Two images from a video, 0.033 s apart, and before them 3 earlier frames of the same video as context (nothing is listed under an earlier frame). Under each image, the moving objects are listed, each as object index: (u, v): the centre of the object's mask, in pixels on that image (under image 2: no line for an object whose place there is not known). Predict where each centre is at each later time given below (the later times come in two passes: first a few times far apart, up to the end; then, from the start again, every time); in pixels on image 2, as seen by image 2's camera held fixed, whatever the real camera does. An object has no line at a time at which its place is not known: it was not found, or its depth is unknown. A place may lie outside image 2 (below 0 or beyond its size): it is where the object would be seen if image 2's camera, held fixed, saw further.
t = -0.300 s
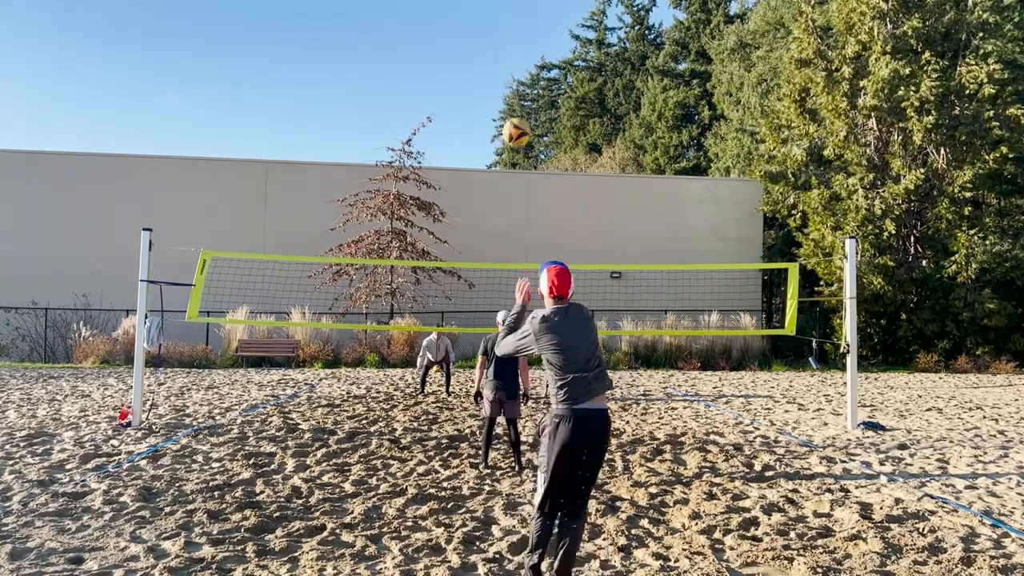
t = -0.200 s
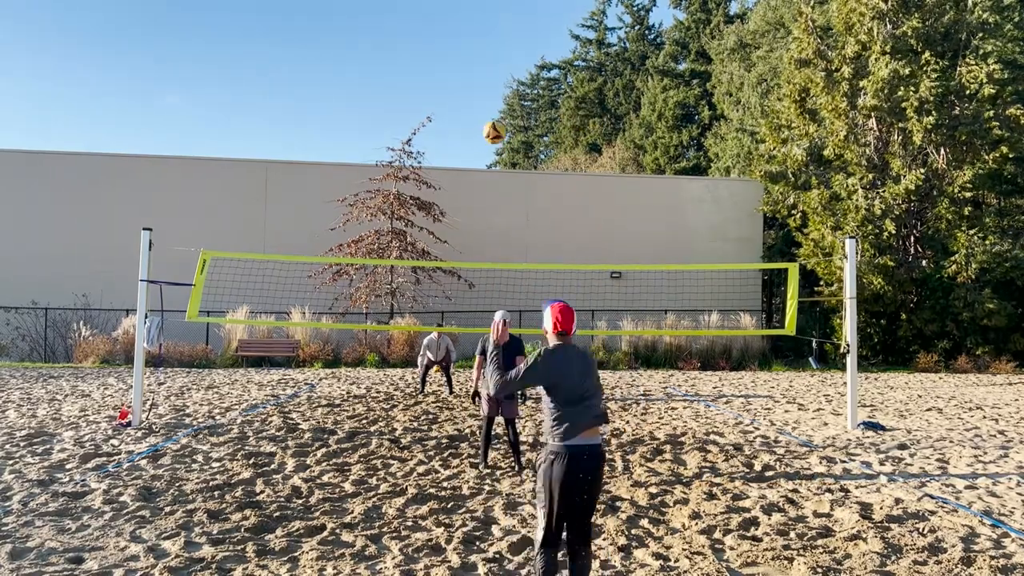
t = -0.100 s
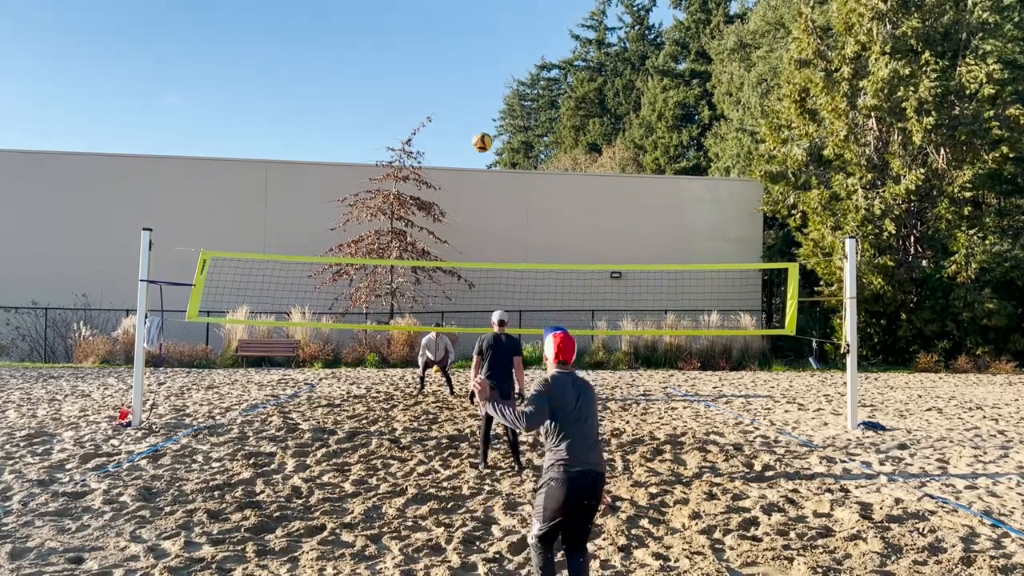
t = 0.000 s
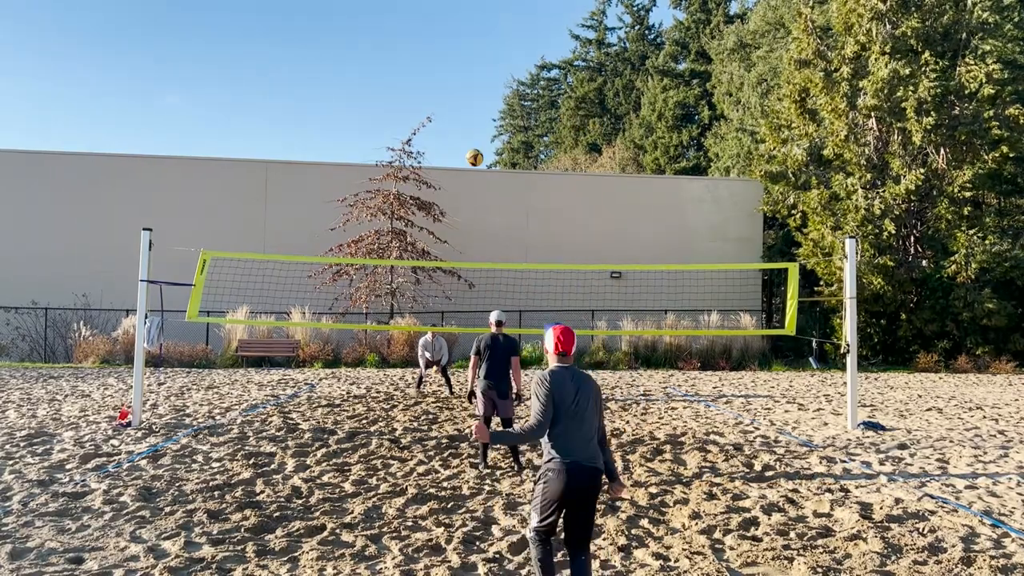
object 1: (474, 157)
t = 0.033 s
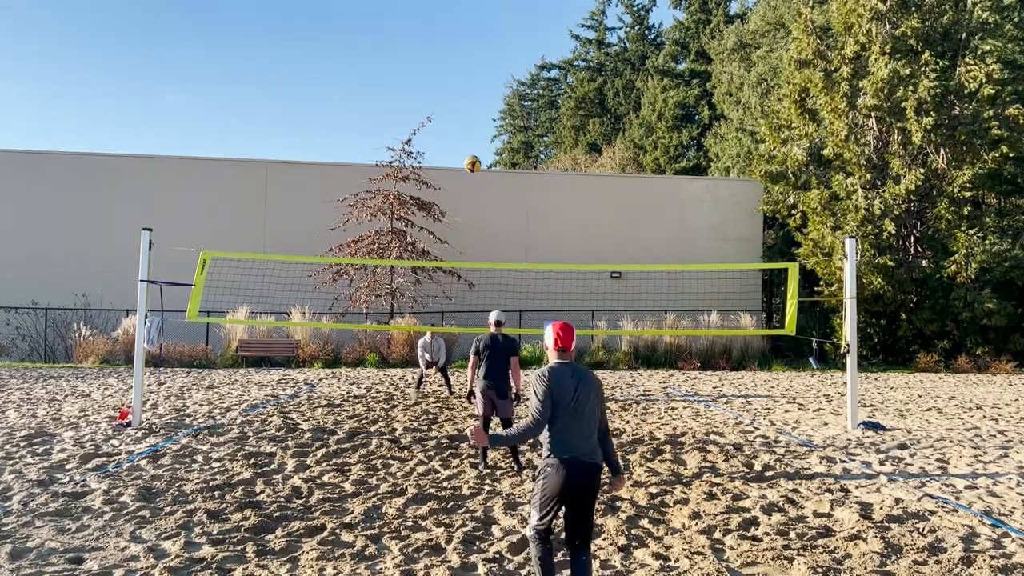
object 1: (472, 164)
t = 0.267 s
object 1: (461, 214)
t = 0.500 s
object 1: (450, 276)
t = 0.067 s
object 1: (470, 170)
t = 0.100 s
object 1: (469, 177)
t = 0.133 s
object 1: (467, 184)
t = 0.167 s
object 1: (466, 191)
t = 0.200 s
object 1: (464, 199)
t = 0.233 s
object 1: (462, 206)
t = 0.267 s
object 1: (461, 214)
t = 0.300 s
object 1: (459, 223)
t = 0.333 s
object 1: (458, 231)
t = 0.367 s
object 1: (456, 240)
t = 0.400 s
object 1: (455, 249)
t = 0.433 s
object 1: (454, 257)
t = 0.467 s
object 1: (452, 269)
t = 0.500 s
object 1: (450, 276)
